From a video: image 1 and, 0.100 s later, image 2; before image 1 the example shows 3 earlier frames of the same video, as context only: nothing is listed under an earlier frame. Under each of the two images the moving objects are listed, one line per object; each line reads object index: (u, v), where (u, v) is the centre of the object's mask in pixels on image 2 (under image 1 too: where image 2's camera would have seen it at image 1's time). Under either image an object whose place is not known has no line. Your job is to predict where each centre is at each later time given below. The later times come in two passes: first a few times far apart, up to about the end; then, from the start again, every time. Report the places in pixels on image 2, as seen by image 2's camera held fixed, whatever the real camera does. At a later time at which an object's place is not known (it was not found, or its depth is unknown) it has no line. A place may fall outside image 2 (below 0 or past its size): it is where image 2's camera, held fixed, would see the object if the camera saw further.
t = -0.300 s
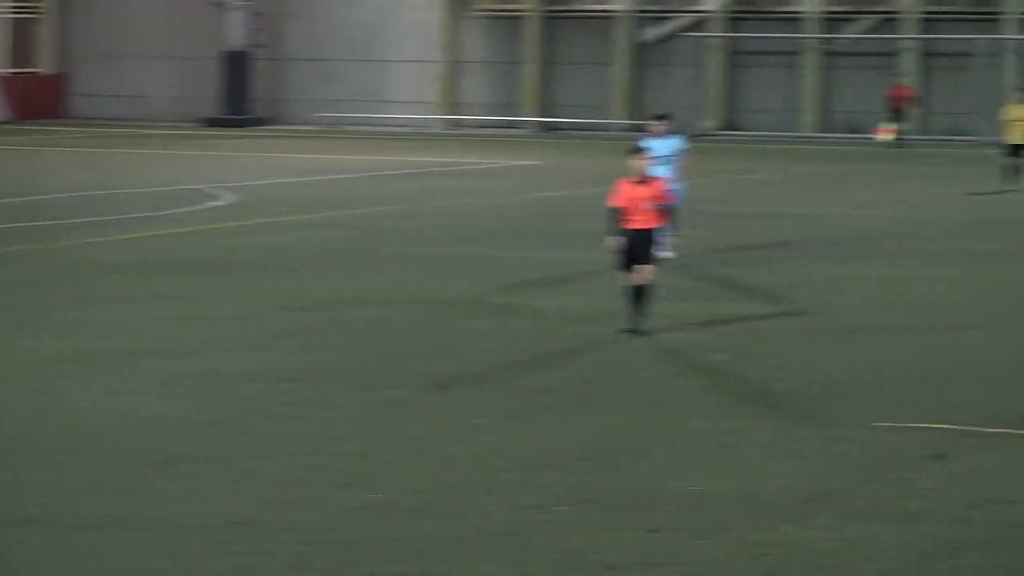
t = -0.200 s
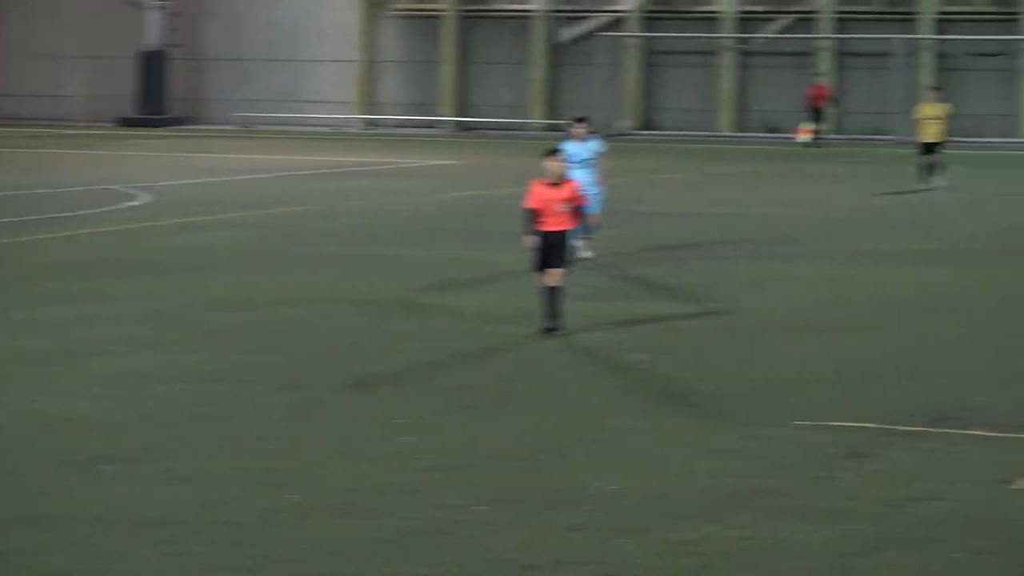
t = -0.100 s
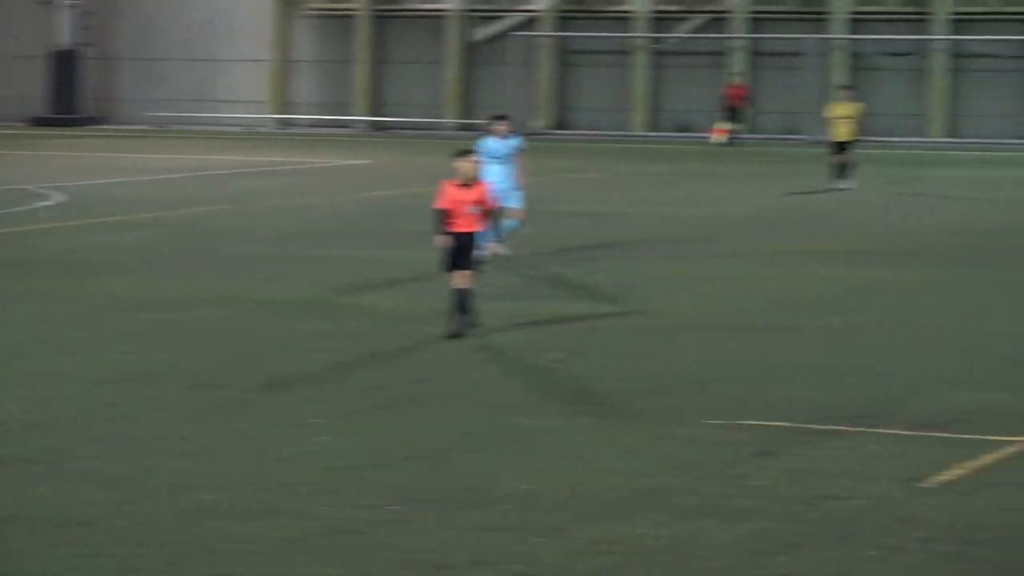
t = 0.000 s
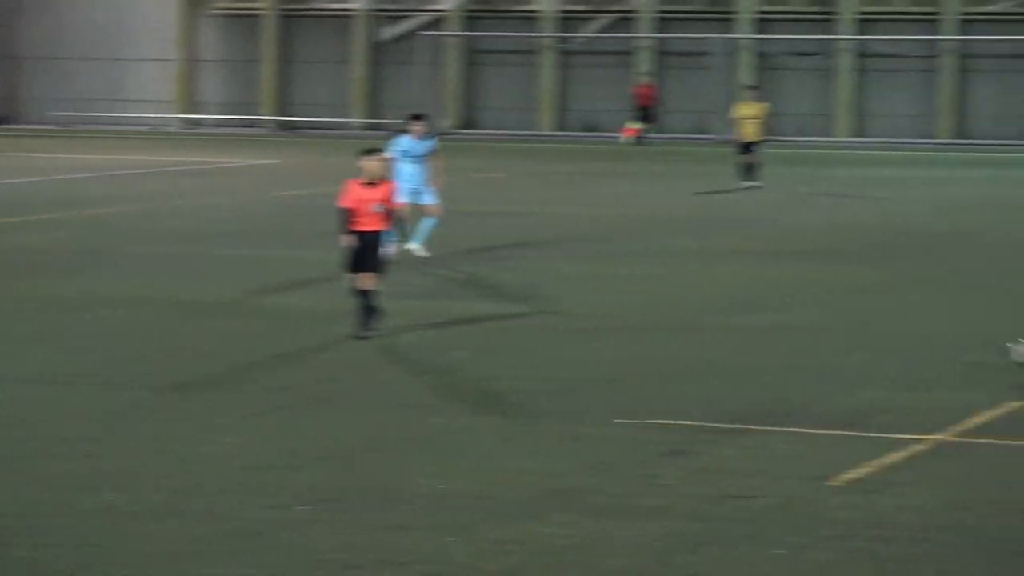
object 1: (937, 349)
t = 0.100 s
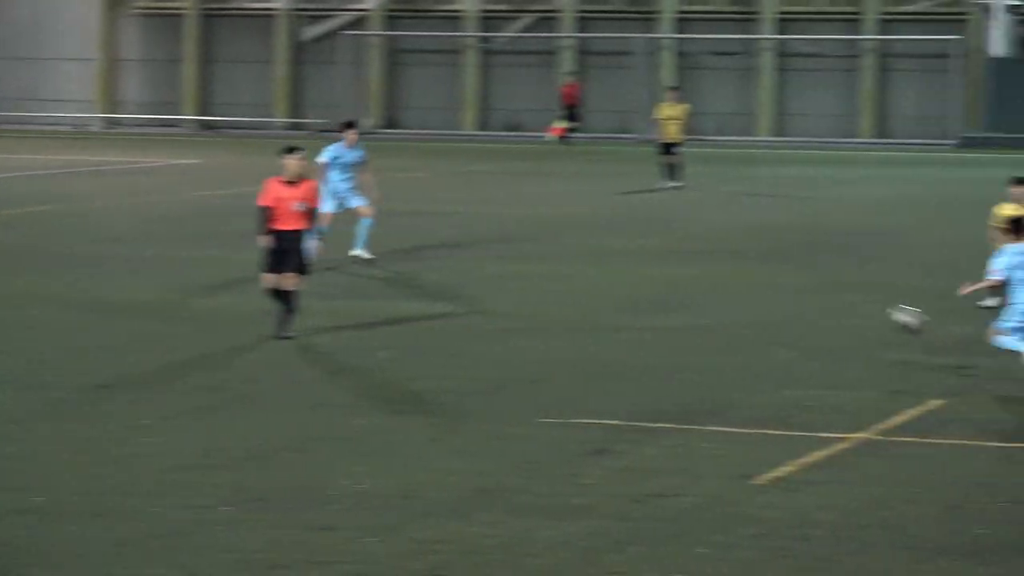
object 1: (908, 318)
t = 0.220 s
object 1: (855, 294)
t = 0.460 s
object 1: (751, 295)
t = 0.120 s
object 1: (898, 313)
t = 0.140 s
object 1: (889, 309)
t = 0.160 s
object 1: (881, 305)
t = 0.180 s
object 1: (871, 300)
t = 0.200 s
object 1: (863, 297)
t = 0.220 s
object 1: (855, 294)
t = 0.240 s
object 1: (847, 292)
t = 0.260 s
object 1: (837, 289)
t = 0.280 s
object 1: (828, 288)
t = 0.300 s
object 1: (818, 287)
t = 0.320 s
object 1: (810, 286)
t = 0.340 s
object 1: (802, 286)
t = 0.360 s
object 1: (794, 286)
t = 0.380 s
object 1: (785, 287)
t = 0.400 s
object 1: (776, 288)
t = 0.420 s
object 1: (768, 290)
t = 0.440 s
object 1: (759, 292)
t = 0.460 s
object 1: (751, 295)
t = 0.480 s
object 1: (743, 297)
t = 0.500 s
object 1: (734, 301)
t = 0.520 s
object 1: (725, 304)
